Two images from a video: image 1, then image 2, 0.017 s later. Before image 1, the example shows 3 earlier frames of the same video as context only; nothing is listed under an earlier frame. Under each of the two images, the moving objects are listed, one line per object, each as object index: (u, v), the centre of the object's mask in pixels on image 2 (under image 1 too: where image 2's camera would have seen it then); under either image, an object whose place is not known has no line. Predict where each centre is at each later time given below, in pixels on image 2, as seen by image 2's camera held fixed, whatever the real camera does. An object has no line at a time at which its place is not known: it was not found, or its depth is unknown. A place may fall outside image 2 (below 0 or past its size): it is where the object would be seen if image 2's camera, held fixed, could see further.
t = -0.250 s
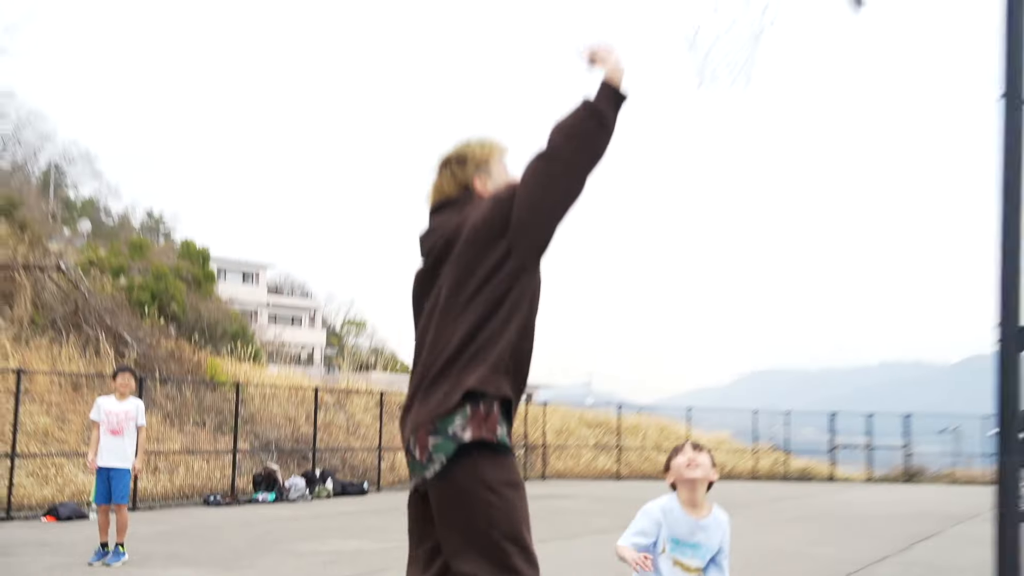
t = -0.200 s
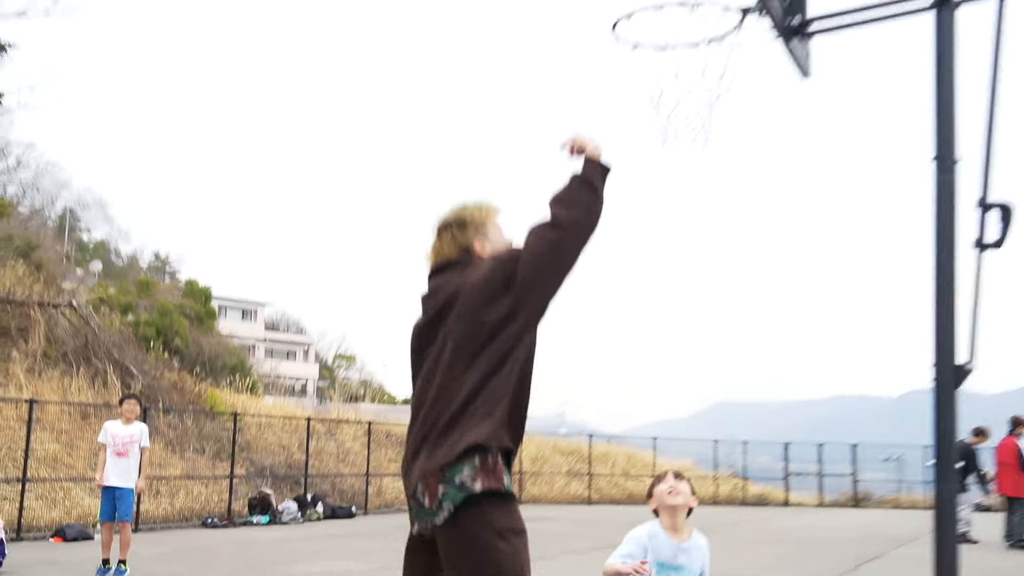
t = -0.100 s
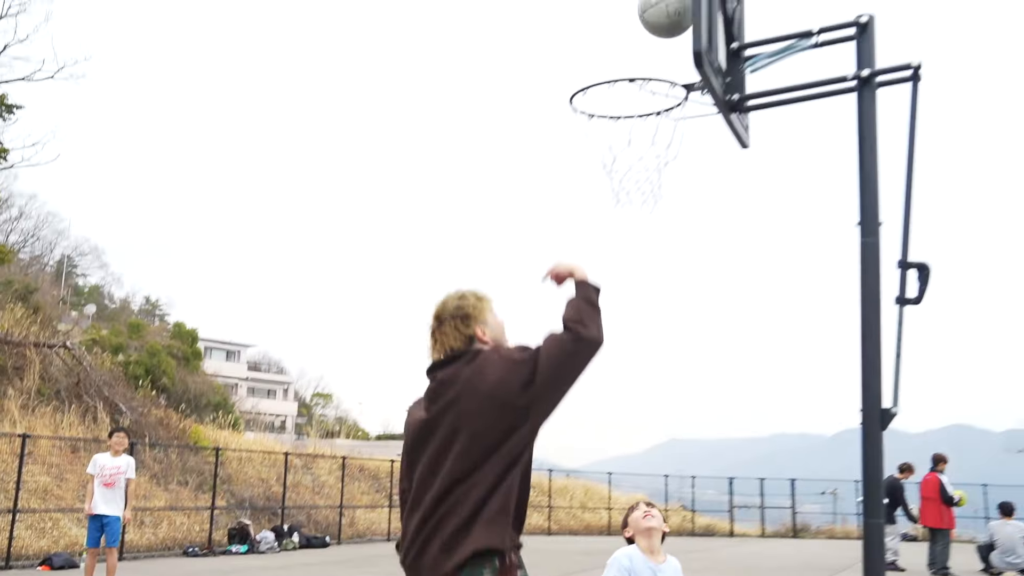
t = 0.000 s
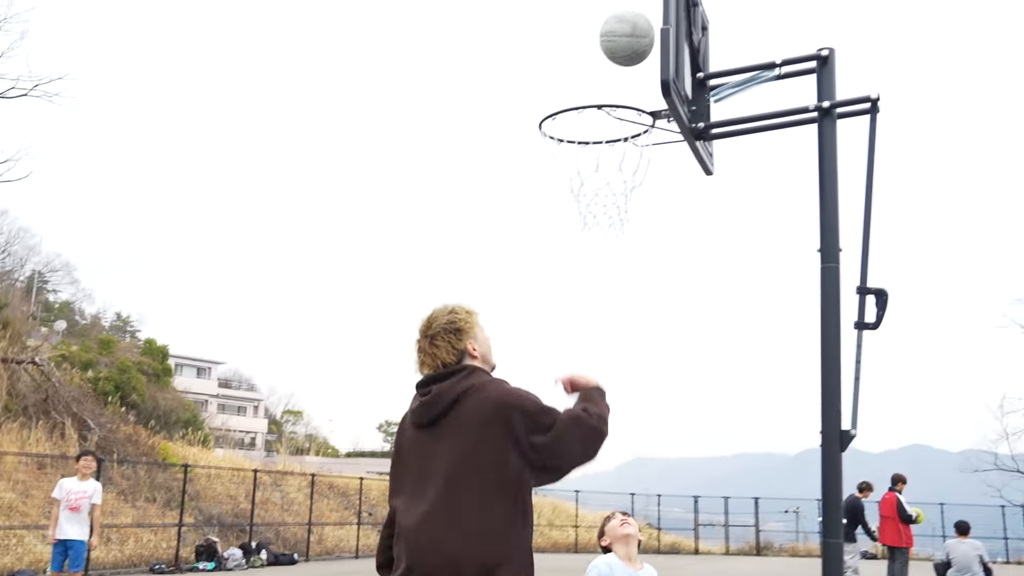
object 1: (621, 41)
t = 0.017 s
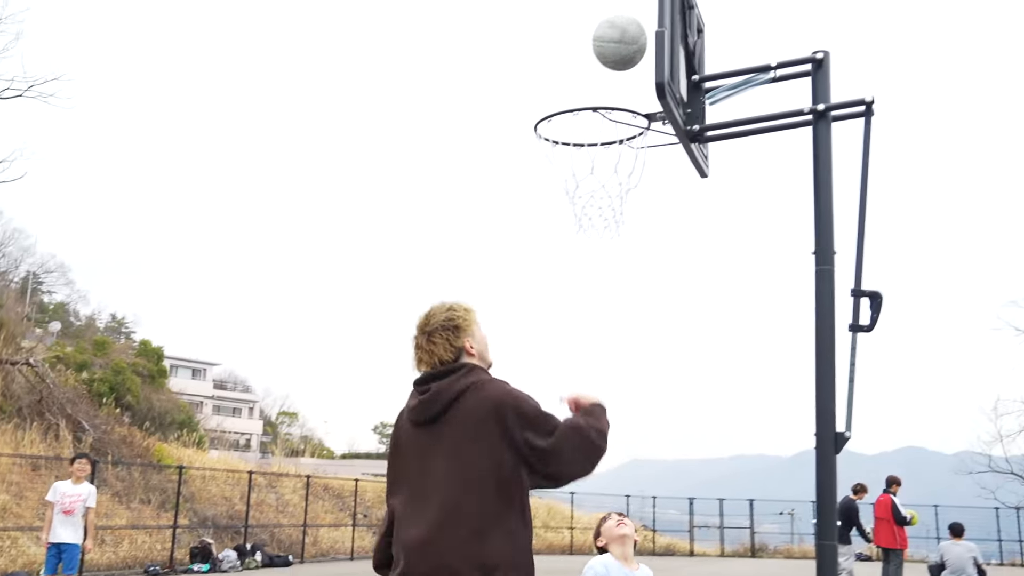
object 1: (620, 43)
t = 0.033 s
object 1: (618, 45)
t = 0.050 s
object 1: (617, 48)
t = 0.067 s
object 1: (616, 51)
